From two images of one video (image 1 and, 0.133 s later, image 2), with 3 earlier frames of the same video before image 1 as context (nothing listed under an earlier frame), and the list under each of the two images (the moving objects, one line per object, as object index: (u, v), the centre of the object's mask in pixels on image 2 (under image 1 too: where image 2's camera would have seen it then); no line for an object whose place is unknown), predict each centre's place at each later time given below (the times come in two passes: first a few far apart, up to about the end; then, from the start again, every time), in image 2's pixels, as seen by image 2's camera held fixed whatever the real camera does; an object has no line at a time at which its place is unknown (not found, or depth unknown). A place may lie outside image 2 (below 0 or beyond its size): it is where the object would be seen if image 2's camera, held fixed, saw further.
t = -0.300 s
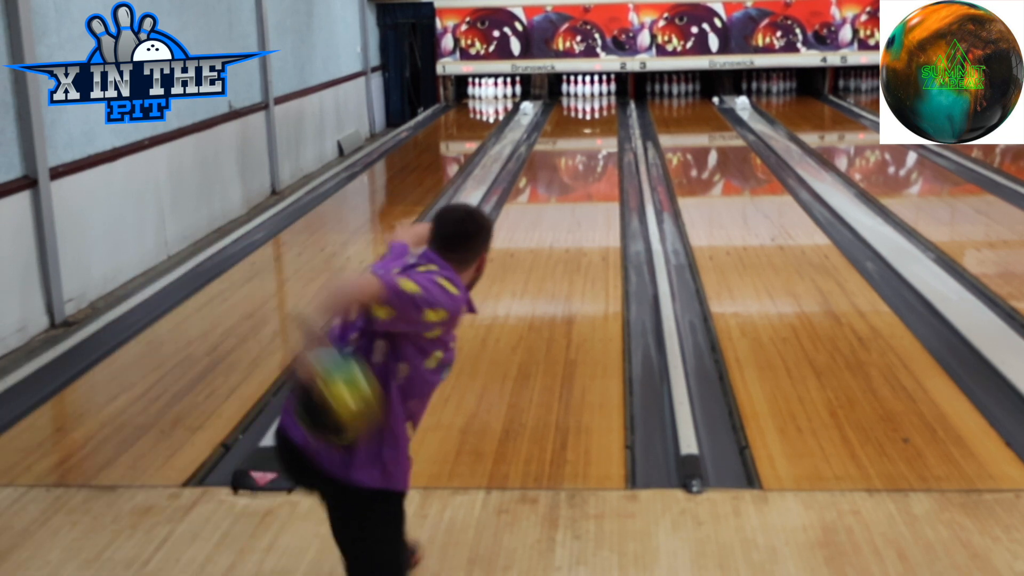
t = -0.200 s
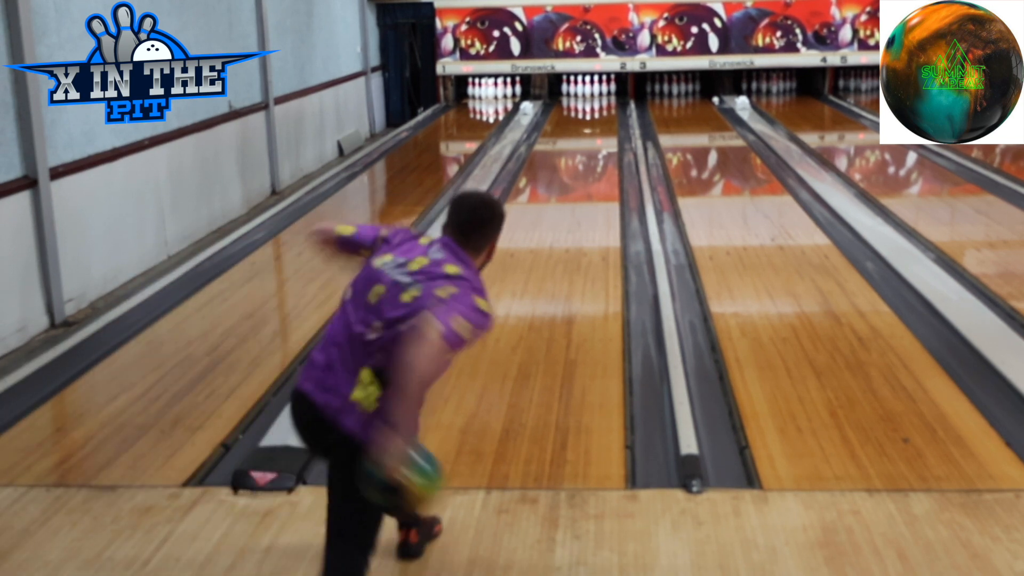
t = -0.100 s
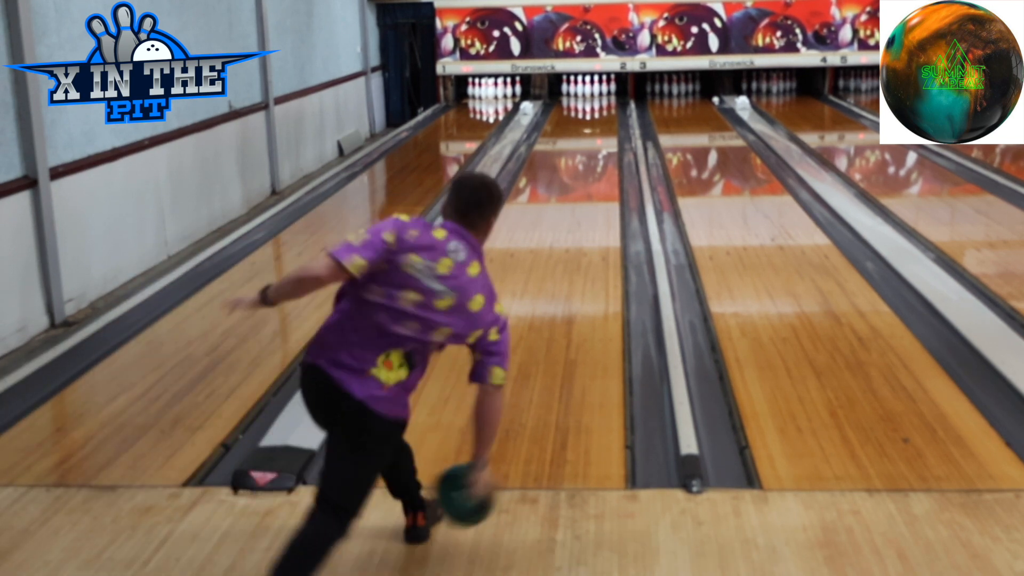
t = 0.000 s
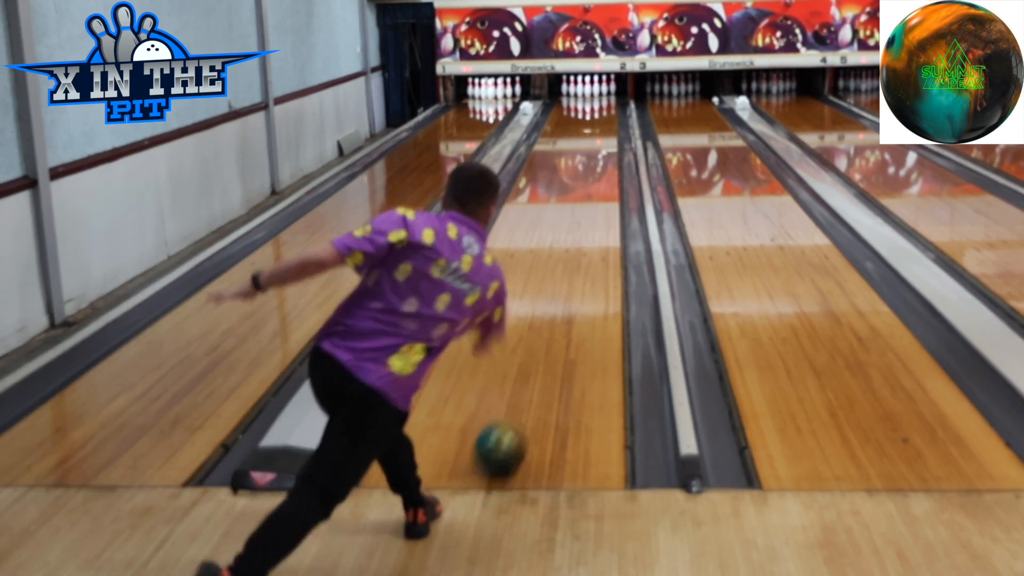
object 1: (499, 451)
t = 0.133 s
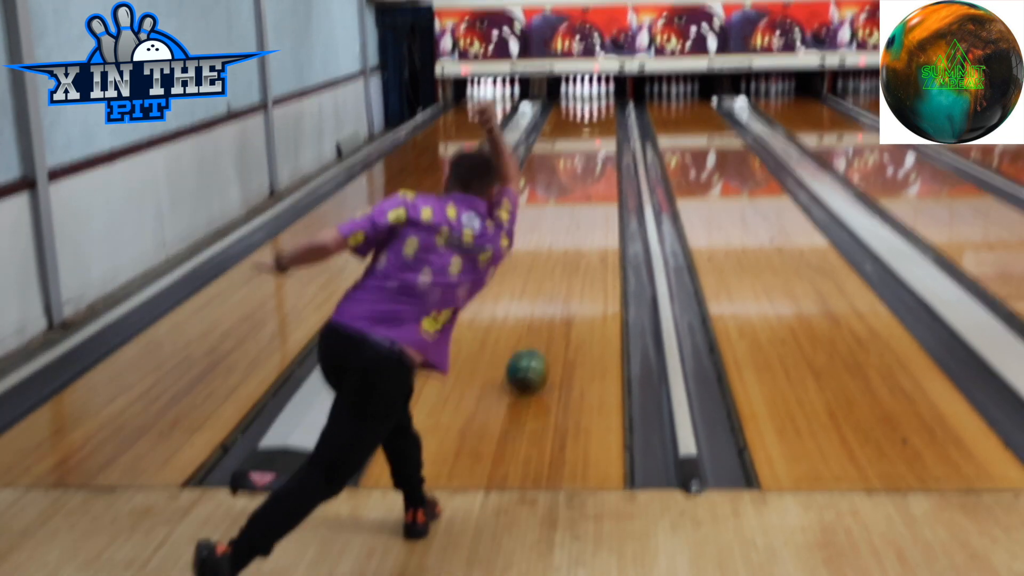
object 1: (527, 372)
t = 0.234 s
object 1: (542, 329)
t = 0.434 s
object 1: (564, 267)
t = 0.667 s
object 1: (580, 218)
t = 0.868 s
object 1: (589, 189)
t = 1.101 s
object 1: (596, 163)
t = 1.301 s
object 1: (601, 145)
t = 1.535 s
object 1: (604, 130)
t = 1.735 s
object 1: (605, 119)
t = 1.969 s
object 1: (602, 108)
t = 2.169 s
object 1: (596, 102)
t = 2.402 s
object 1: (590, 95)
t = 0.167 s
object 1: (532, 357)
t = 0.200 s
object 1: (538, 343)
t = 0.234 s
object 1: (542, 329)
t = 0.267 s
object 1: (547, 317)
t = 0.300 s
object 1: (550, 306)
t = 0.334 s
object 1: (554, 295)
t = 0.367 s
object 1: (557, 285)
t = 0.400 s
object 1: (561, 275)
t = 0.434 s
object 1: (564, 267)
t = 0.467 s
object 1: (566, 258)
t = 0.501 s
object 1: (569, 250)
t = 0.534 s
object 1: (571, 243)
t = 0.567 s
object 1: (574, 236)
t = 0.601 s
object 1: (576, 230)
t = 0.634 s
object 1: (578, 224)
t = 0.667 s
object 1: (580, 218)
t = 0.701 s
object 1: (582, 213)
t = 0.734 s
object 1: (583, 207)
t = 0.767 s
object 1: (585, 202)
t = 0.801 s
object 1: (586, 197)
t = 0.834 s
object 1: (588, 193)
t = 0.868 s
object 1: (589, 189)
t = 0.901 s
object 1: (590, 185)
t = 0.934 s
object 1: (591, 180)
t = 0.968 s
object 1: (592, 176)
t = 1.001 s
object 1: (594, 173)
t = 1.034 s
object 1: (595, 170)
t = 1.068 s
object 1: (596, 166)
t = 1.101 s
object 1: (596, 163)
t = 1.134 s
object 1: (597, 159)
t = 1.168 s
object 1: (598, 156)
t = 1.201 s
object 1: (599, 154)
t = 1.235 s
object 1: (599, 151)
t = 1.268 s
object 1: (600, 148)
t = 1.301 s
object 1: (601, 145)
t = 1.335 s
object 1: (601, 143)
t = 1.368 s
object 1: (602, 141)
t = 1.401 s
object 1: (602, 138)
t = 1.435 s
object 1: (603, 136)
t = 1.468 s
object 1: (603, 133)
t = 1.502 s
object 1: (603, 132)
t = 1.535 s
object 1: (604, 130)
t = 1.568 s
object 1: (604, 128)
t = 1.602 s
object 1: (605, 126)
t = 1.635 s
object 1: (604, 123)
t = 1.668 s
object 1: (605, 122)
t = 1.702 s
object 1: (604, 120)
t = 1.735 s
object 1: (605, 119)
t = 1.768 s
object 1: (605, 117)
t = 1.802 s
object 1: (604, 115)
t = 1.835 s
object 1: (603, 114)
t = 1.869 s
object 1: (603, 113)
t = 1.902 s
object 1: (603, 111)
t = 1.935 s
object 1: (602, 109)
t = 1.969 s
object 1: (602, 108)
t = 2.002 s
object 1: (602, 106)
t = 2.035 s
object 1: (600, 105)
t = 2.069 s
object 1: (599, 105)
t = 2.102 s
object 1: (598, 104)
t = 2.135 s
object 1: (597, 103)
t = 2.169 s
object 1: (596, 102)
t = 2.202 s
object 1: (596, 101)
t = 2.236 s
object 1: (595, 99)
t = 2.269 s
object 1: (594, 99)
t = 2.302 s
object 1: (594, 98)
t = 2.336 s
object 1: (592, 97)
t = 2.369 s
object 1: (591, 96)
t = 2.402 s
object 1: (590, 95)
